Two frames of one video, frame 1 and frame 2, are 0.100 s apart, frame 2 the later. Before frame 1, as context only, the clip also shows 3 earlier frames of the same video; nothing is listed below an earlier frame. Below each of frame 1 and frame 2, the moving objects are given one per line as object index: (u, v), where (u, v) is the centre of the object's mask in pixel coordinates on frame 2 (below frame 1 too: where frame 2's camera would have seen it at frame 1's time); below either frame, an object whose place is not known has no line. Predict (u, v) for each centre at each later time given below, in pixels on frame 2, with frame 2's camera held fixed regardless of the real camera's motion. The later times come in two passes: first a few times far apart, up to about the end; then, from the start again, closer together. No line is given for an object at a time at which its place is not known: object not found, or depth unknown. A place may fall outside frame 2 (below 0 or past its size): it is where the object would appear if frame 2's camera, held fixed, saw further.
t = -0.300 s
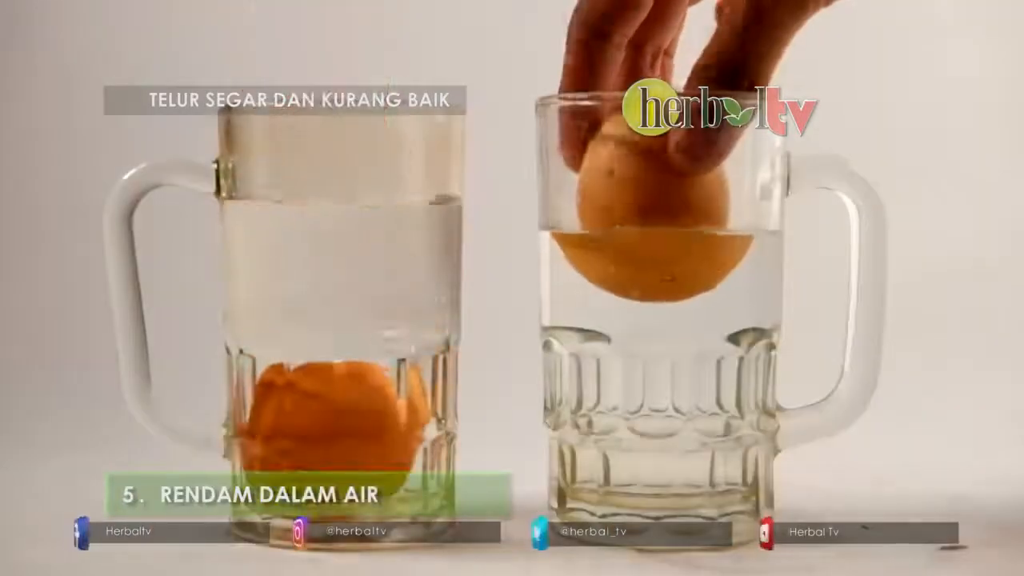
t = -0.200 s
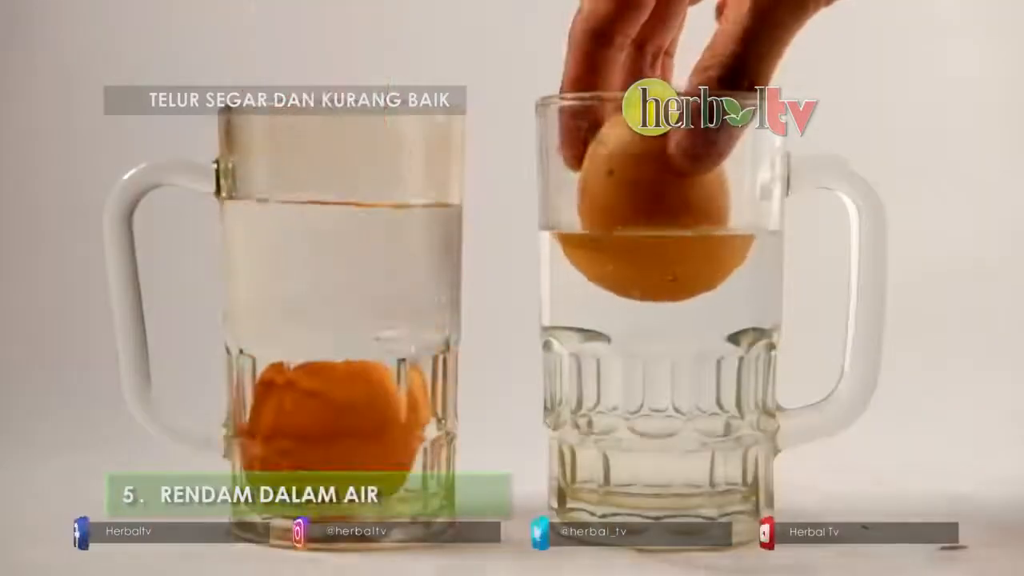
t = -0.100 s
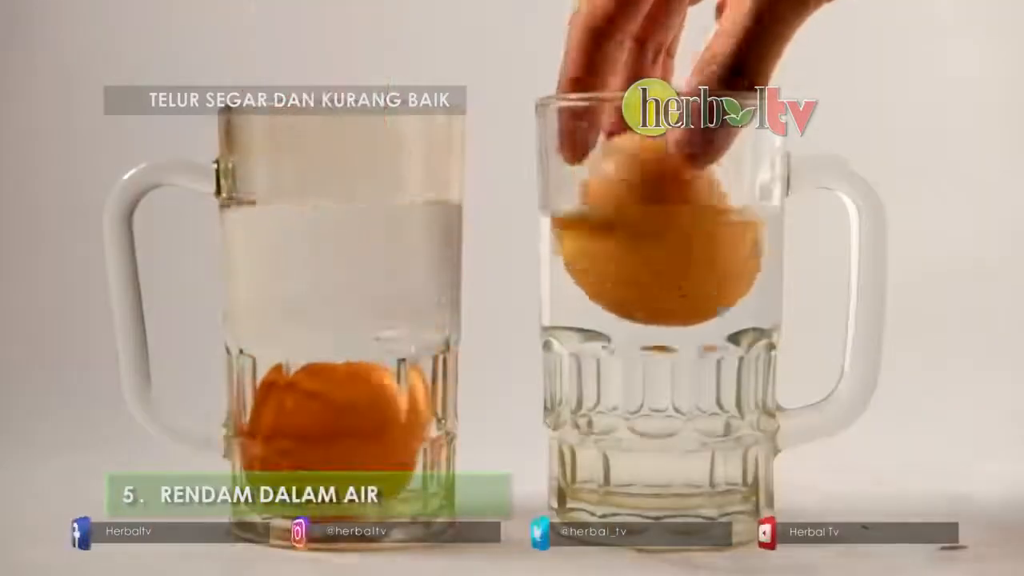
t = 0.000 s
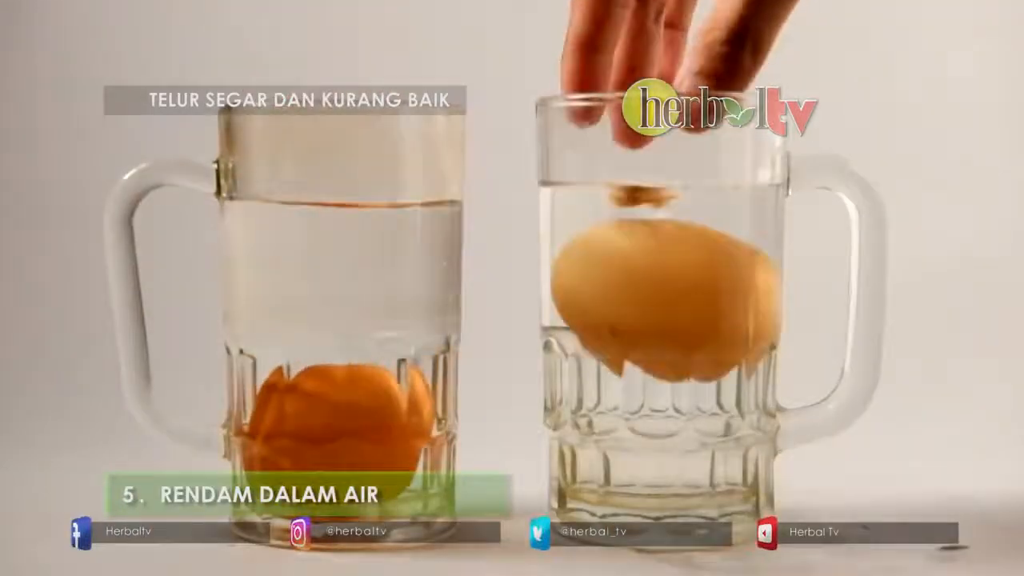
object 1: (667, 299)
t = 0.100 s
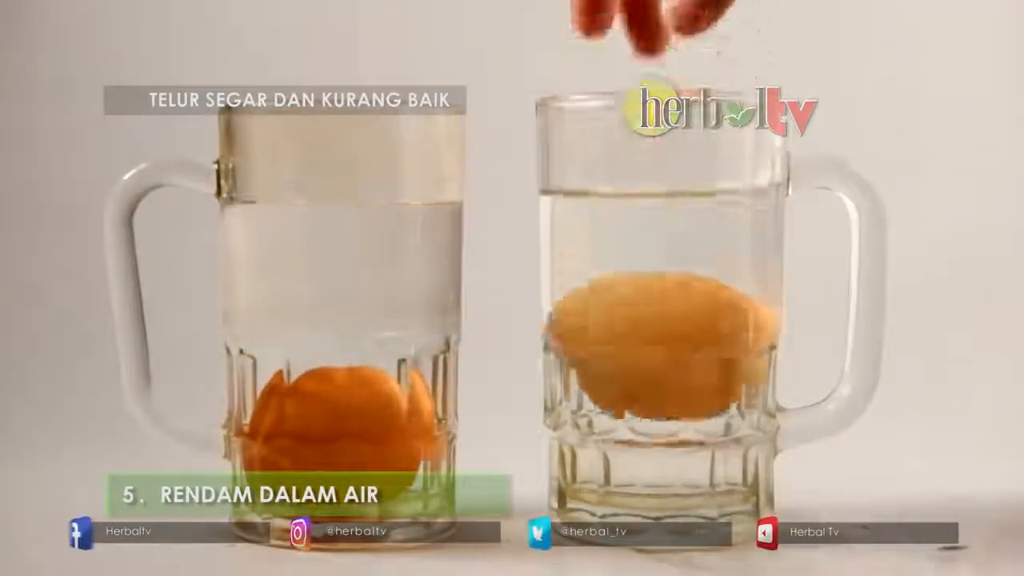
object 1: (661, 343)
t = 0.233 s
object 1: (662, 374)
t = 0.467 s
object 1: (652, 413)
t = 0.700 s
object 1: (652, 417)
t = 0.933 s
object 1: (652, 417)
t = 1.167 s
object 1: (652, 417)
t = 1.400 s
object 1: (652, 417)
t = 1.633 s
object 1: (652, 417)
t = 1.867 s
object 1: (652, 417)
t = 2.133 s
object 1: (652, 417)
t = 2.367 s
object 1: (652, 417)
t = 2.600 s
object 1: (652, 417)
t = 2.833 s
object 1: (652, 417)
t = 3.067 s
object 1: (652, 417)
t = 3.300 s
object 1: (652, 417)
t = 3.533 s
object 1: (652, 417)
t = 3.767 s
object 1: (652, 417)
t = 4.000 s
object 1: (652, 417)
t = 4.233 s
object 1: (652, 417)
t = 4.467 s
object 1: (652, 417)
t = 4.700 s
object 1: (652, 417)
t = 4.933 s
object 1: (652, 417)
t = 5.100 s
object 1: (652, 417)
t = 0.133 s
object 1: (660, 351)
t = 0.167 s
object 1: (655, 362)
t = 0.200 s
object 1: (658, 368)
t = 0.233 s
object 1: (662, 374)
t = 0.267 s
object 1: (657, 377)
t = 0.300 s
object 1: (657, 381)
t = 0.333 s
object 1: (656, 382)
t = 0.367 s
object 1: (656, 385)
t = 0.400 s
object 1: (661, 399)
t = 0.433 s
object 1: (653, 413)
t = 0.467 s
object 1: (652, 413)
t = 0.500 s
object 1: (652, 415)
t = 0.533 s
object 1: (652, 414)
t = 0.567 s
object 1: (653, 415)
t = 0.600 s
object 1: (652, 416)
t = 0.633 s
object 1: (652, 416)
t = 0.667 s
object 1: (652, 417)
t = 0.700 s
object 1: (652, 417)
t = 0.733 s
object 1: (652, 417)
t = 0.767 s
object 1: (652, 417)
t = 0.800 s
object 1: (652, 417)
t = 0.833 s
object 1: (652, 417)
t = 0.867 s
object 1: (652, 417)
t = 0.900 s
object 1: (652, 417)
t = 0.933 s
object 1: (652, 417)
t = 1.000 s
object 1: (652, 417)
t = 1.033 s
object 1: (652, 417)
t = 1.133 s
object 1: (652, 417)
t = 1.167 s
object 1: (652, 417)
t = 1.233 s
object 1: (652, 417)
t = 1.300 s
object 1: (652, 417)
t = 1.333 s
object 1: (652, 417)
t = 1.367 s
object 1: (652, 417)
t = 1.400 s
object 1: (652, 417)
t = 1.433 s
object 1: (652, 417)
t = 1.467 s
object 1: (652, 417)
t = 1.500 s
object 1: (652, 417)
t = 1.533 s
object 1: (652, 417)
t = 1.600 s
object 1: (652, 417)
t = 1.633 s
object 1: (652, 417)
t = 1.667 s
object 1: (652, 417)
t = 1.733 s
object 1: (652, 417)
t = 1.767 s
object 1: (652, 417)
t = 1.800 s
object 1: (652, 417)
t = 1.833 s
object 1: (652, 417)
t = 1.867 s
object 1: (652, 417)
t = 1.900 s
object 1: (652, 417)
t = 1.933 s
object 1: (652, 417)
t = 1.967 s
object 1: (652, 417)
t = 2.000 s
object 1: (652, 417)
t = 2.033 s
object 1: (652, 417)
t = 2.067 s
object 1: (652, 417)
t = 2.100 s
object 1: (652, 417)
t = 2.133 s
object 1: (652, 417)
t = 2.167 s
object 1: (652, 417)
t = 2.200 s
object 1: (652, 417)
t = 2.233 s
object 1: (652, 417)
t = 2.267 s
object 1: (652, 417)
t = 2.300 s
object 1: (652, 417)
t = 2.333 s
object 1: (652, 417)
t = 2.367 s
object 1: (652, 417)
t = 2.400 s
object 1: (652, 417)
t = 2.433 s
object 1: (652, 417)
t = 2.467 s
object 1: (652, 417)
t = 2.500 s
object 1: (652, 417)
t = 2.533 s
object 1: (652, 417)
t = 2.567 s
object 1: (652, 417)
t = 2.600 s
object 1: (652, 417)
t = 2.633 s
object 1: (652, 417)
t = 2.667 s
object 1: (652, 417)
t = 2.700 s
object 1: (652, 417)
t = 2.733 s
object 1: (652, 417)
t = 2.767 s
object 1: (652, 417)
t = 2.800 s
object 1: (652, 417)
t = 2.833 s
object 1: (652, 417)
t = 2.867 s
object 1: (652, 417)
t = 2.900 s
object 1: (652, 417)
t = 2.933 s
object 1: (652, 417)
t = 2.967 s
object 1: (652, 417)
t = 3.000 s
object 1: (652, 417)
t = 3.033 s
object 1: (652, 417)
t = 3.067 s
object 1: (652, 417)
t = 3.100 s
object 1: (652, 417)
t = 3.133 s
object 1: (652, 417)
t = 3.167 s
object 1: (652, 417)
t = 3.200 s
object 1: (652, 417)
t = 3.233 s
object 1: (652, 417)
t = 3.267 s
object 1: (652, 417)
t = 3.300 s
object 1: (652, 417)
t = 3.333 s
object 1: (652, 417)
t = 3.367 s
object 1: (652, 417)
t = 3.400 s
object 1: (652, 417)
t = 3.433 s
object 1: (652, 417)
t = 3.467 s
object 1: (652, 417)
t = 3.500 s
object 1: (652, 417)
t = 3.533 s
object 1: (652, 417)
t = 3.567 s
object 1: (652, 417)
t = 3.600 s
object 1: (652, 417)
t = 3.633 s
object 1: (652, 417)
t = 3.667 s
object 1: (652, 417)
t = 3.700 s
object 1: (652, 417)
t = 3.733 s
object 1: (652, 417)
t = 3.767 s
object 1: (652, 417)
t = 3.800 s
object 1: (652, 417)
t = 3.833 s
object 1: (652, 417)
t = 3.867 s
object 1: (652, 417)
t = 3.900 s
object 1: (652, 417)
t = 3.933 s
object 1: (652, 417)
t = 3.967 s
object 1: (652, 417)
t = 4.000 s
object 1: (652, 417)
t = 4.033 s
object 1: (652, 417)
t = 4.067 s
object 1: (652, 417)
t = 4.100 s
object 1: (652, 417)
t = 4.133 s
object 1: (652, 417)
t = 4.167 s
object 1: (652, 417)
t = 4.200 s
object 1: (652, 417)
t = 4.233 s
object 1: (652, 417)
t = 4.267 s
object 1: (652, 417)
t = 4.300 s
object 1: (652, 417)
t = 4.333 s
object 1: (652, 417)
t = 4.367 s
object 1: (652, 417)
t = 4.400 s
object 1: (652, 417)
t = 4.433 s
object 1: (652, 417)
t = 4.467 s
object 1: (652, 417)
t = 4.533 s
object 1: (652, 417)
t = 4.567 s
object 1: (652, 417)
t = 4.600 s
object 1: (652, 417)
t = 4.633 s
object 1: (652, 417)
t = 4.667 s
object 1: (652, 417)
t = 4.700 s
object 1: (652, 417)
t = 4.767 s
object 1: (652, 417)
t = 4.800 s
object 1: (652, 417)
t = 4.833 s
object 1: (652, 417)
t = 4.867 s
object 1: (652, 417)
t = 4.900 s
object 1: (652, 417)
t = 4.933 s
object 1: (652, 417)
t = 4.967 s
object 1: (652, 417)
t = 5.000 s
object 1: (652, 417)
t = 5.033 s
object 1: (652, 417)
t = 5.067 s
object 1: (652, 417)
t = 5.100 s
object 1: (652, 417)
